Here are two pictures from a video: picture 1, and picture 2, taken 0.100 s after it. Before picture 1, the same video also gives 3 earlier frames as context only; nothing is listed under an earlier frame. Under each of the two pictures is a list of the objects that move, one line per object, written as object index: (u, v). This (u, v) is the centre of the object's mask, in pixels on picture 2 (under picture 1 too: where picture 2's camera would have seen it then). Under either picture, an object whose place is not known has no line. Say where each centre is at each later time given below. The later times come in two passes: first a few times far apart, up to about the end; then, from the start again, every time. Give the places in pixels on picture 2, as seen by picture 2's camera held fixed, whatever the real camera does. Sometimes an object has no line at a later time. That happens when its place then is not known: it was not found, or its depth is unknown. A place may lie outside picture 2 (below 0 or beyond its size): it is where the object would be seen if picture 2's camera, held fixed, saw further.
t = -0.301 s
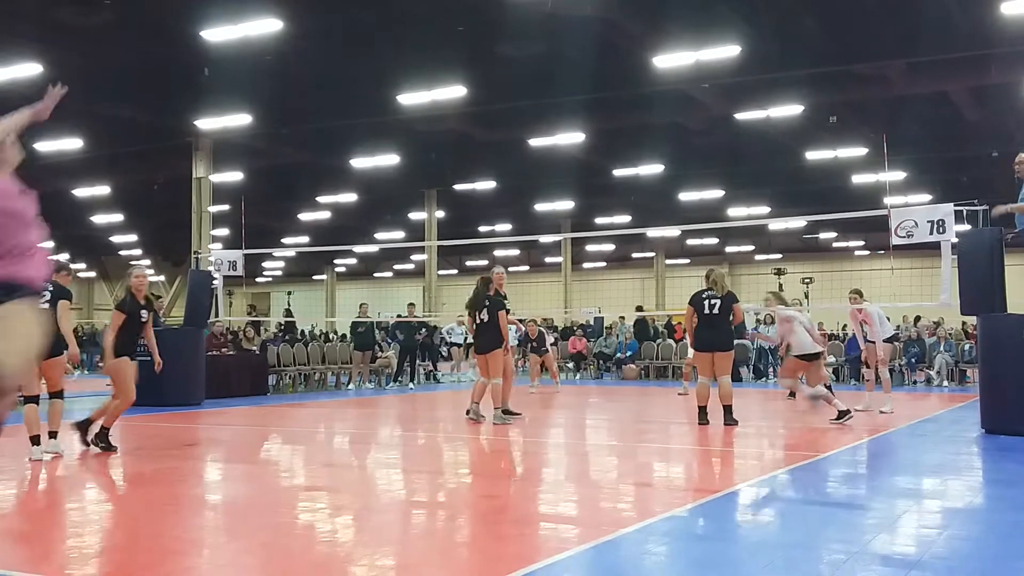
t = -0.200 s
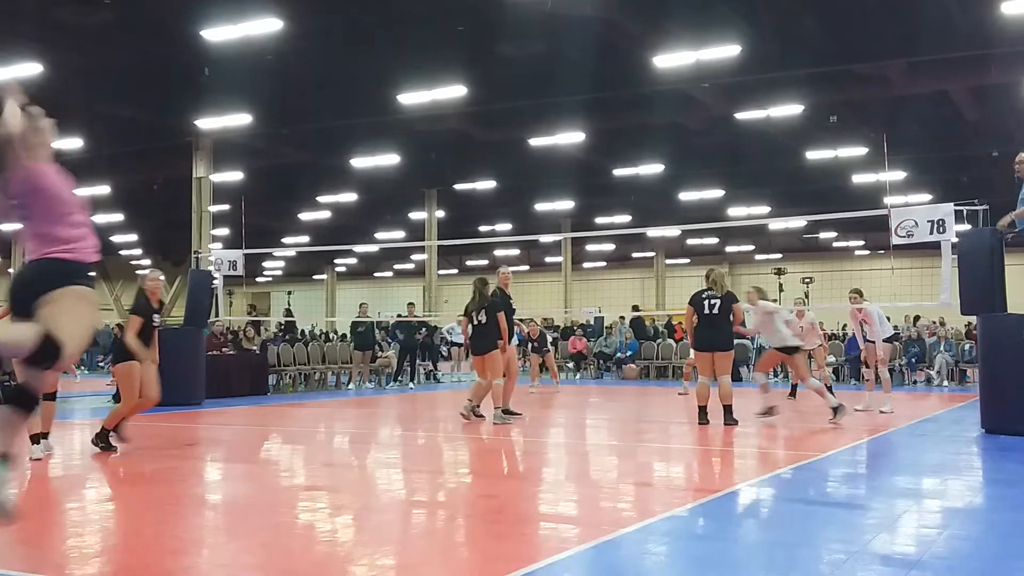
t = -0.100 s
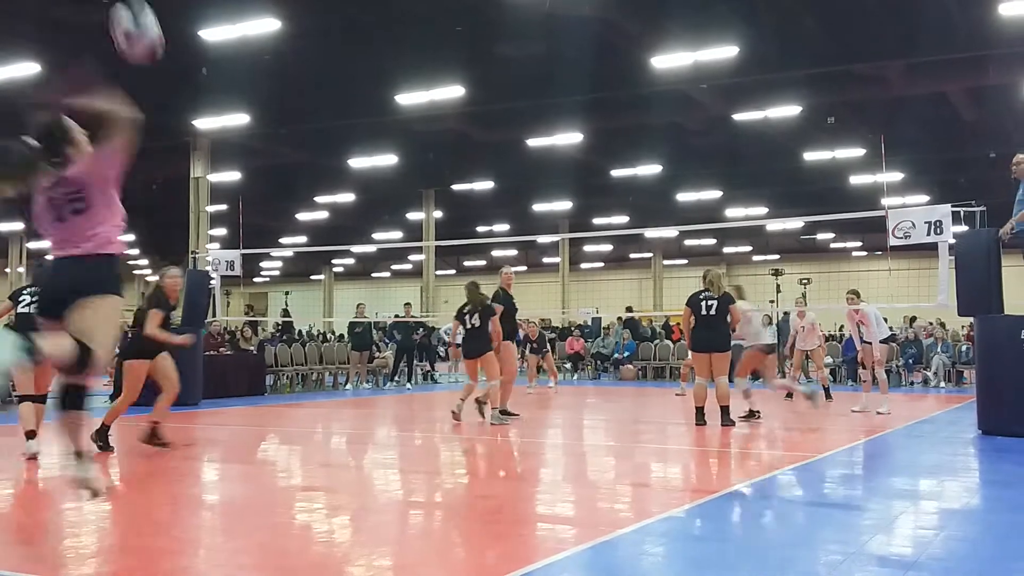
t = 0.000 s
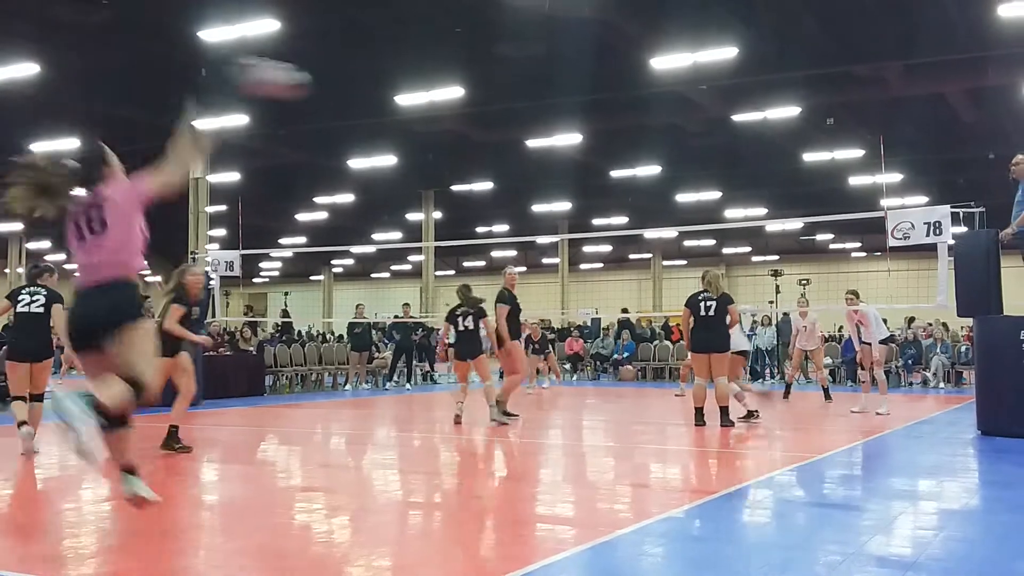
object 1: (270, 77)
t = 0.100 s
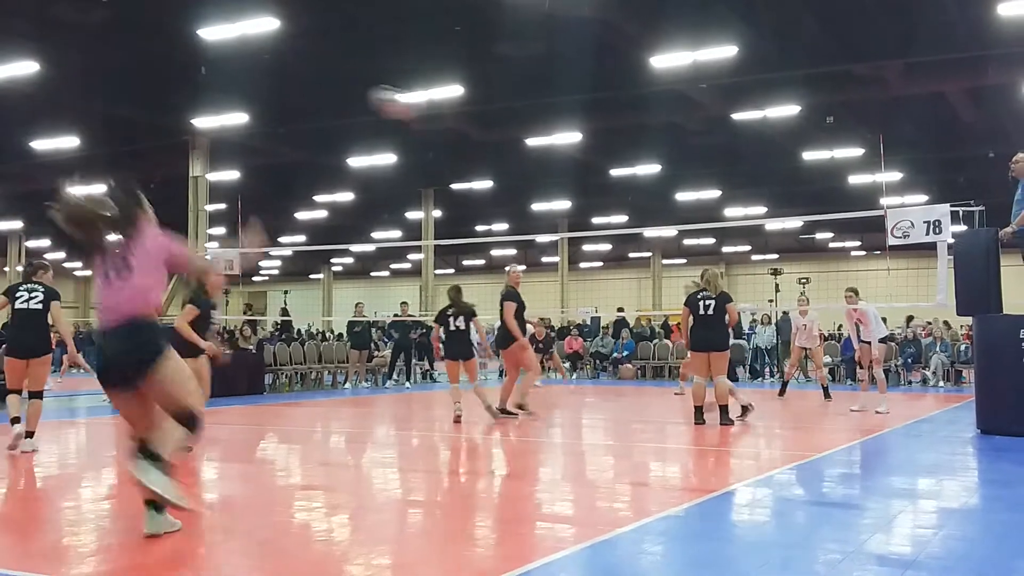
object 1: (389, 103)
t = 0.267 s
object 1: (519, 154)
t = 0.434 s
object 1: (585, 207)
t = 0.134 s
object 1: (430, 115)
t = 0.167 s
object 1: (454, 122)
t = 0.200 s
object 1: (479, 132)
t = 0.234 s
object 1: (500, 143)
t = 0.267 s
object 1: (519, 154)
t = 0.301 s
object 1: (536, 164)
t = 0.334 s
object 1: (550, 176)
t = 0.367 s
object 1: (563, 186)
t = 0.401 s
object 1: (575, 197)
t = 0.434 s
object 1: (585, 207)
